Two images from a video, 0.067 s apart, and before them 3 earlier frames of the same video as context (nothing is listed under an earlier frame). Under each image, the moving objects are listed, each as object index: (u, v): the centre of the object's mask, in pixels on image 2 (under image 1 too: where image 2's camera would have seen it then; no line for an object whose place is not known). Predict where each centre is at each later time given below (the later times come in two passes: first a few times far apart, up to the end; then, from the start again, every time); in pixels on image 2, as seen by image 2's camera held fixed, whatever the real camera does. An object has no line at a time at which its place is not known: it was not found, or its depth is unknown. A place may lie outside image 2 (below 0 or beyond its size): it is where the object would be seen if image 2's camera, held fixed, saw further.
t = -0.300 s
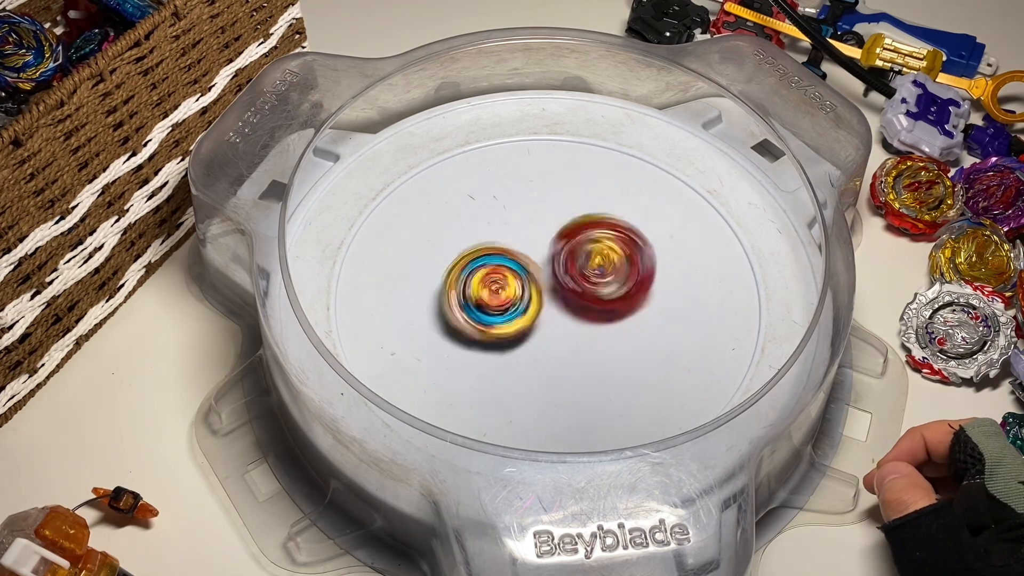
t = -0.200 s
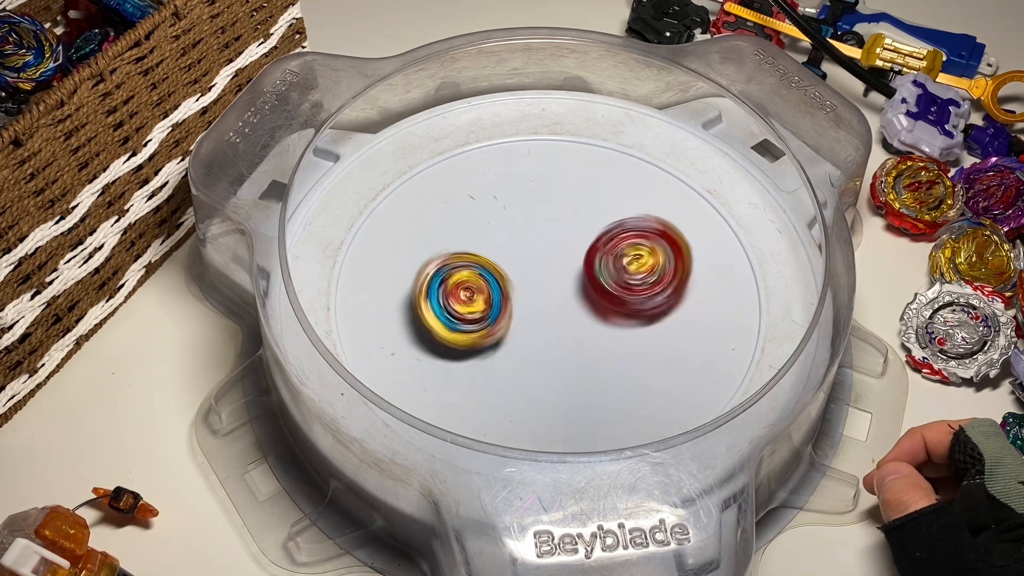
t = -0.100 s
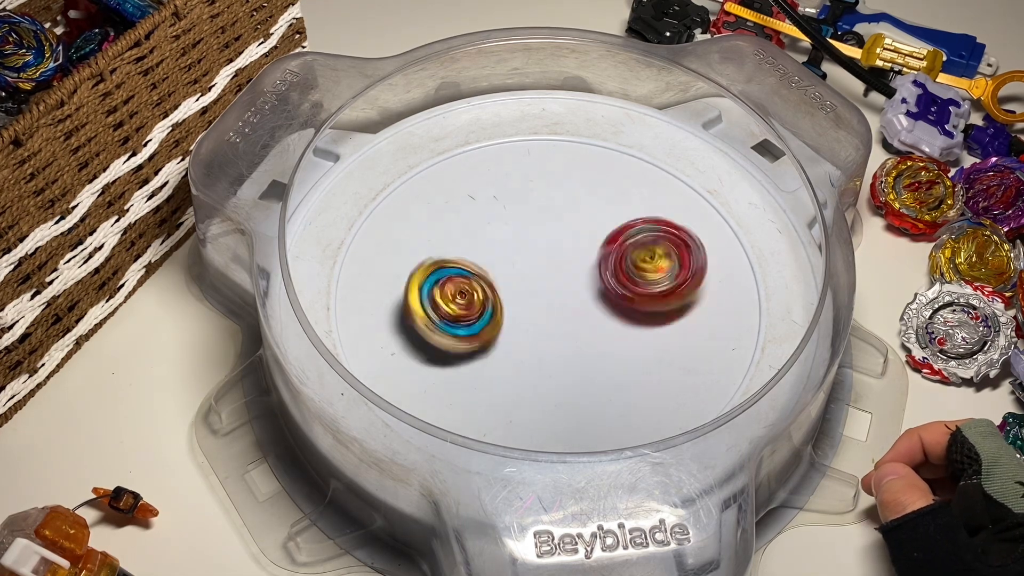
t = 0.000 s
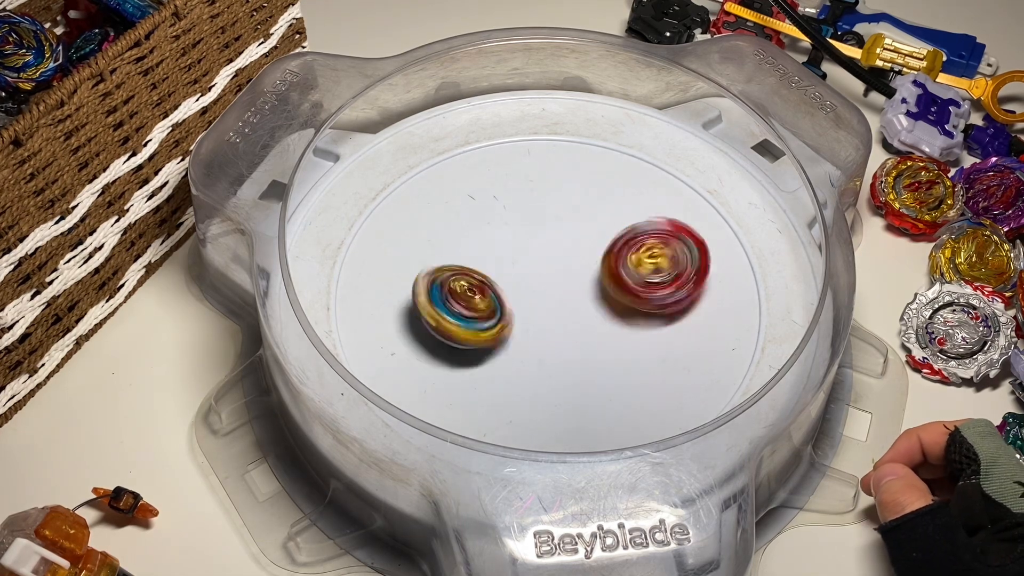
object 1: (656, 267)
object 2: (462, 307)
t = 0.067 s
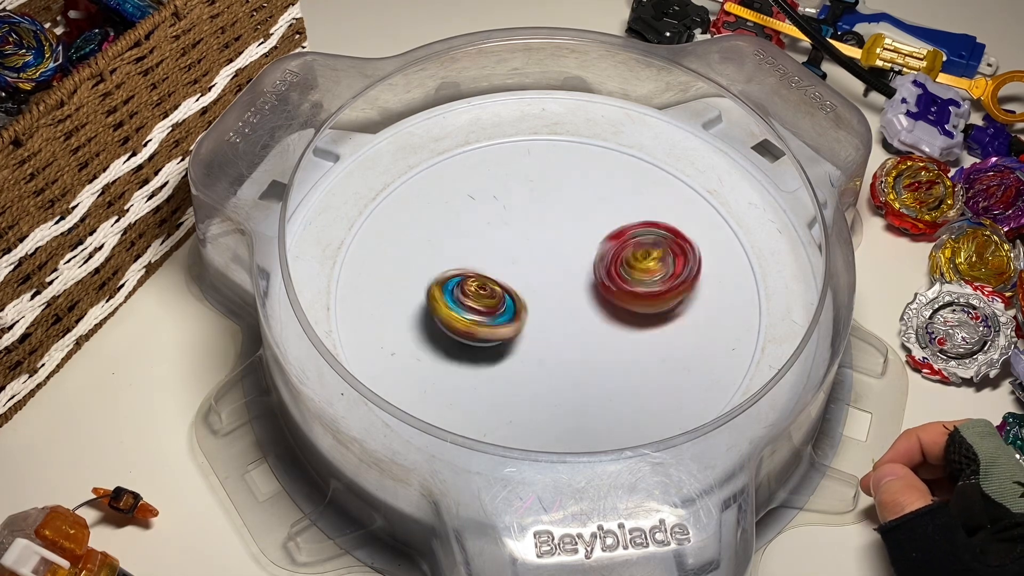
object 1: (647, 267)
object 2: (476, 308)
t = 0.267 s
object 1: (613, 283)
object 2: (508, 313)
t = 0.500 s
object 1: (631, 307)
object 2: (445, 315)
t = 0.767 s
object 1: (601, 317)
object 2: (446, 295)
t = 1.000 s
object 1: (610, 325)
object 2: (459, 272)
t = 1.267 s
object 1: (584, 308)
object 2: (482, 270)
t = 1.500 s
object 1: (594, 305)
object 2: (491, 264)
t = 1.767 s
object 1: (602, 309)
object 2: (476, 257)
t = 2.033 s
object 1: (635, 325)
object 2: (468, 261)
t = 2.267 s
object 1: (617, 320)
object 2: (512, 288)
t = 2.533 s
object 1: (602, 313)
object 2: (493, 284)
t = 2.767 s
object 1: (590, 300)
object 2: (477, 279)
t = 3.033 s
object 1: (598, 299)
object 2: (476, 271)
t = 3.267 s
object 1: (610, 297)
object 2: (482, 289)
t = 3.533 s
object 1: (616, 288)
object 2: (500, 296)
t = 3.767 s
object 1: (605, 265)
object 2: (526, 290)
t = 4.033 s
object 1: (565, 244)
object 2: (562, 315)
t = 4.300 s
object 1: (526, 261)
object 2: (552, 319)
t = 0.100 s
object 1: (641, 269)
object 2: (484, 308)
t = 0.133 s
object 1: (633, 272)
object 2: (492, 309)
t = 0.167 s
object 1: (626, 274)
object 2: (502, 309)
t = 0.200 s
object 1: (614, 282)
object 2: (512, 309)
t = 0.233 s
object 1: (615, 280)
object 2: (512, 310)
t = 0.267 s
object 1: (613, 283)
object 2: (508, 313)
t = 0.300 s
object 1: (611, 288)
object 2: (507, 314)
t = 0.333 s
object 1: (608, 292)
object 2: (503, 315)
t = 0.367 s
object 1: (602, 301)
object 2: (502, 315)
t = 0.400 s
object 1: (605, 301)
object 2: (491, 318)
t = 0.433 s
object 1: (620, 305)
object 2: (474, 317)
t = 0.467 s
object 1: (626, 309)
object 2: (456, 317)
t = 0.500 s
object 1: (631, 307)
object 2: (445, 315)
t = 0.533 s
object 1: (632, 312)
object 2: (436, 311)
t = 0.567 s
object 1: (631, 315)
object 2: (431, 308)
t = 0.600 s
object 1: (629, 313)
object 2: (429, 305)
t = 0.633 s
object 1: (628, 315)
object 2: (426, 303)
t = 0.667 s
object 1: (621, 313)
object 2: (427, 300)
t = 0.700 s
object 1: (616, 317)
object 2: (431, 298)
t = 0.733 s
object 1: (609, 317)
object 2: (438, 297)
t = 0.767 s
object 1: (601, 317)
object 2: (446, 295)
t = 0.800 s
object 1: (592, 319)
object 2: (454, 293)
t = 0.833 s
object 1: (583, 319)
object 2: (464, 292)
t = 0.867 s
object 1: (580, 320)
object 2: (472, 290)
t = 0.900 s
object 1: (593, 324)
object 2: (465, 283)
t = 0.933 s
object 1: (603, 323)
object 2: (459, 279)
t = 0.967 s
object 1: (610, 325)
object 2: (457, 274)
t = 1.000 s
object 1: (610, 325)
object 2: (459, 272)
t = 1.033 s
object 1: (609, 322)
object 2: (458, 271)
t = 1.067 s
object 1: (609, 319)
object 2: (462, 270)
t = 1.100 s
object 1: (603, 319)
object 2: (467, 271)
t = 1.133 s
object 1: (597, 314)
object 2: (470, 272)
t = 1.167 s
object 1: (592, 312)
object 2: (476, 272)
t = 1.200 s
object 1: (583, 309)
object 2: (483, 272)
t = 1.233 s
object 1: (584, 311)
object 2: (482, 271)
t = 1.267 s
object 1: (584, 308)
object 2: (482, 270)
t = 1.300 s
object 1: (584, 309)
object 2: (484, 270)
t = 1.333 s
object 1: (585, 311)
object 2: (484, 269)
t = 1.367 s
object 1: (588, 308)
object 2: (485, 267)
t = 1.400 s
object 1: (592, 308)
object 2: (487, 268)
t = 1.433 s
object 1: (591, 309)
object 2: (490, 267)
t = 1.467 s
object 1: (594, 305)
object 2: (491, 265)
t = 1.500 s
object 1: (594, 305)
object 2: (491, 264)
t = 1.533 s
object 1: (595, 302)
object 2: (492, 263)
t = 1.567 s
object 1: (592, 302)
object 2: (493, 262)
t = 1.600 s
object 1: (593, 298)
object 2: (493, 263)
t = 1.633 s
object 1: (589, 298)
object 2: (493, 262)
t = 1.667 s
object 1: (589, 301)
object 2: (490, 262)
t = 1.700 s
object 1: (586, 297)
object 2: (491, 261)
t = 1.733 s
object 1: (590, 302)
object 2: (491, 261)
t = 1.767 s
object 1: (602, 309)
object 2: (476, 257)
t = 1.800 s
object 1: (613, 311)
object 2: (469, 252)
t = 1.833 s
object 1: (622, 315)
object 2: (461, 251)
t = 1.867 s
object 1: (627, 317)
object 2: (458, 251)
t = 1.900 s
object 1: (629, 319)
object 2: (458, 251)
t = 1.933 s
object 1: (632, 319)
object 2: (458, 252)
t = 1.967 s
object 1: (635, 318)
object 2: (461, 254)
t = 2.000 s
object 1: (636, 322)
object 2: (463, 256)
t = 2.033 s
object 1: (635, 325)
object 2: (468, 261)
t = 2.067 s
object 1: (634, 323)
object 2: (474, 266)
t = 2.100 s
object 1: (630, 322)
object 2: (481, 271)
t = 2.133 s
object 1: (628, 321)
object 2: (491, 277)
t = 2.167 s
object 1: (620, 321)
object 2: (501, 284)
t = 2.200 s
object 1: (613, 319)
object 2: (512, 289)
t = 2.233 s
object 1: (614, 319)
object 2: (513, 288)
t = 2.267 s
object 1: (617, 320)
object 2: (512, 288)
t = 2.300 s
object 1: (619, 321)
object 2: (504, 288)
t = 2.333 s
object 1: (619, 322)
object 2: (499, 291)
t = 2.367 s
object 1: (615, 320)
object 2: (499, 289)
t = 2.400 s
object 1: (612, 319)
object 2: (497, 287)
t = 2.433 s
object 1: (606, 318)
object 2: (498, 287)
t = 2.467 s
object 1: (602, 315)
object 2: (500, 288)
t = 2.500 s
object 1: (598, 315)
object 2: (499, 286)
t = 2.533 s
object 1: (602, 313)
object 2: (493, 284)
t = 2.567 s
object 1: (604, 312)
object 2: (491, 283)
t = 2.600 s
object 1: (600, 307)
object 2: (487, 282)
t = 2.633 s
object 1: (597, 305)
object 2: (488, 283)
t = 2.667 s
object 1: (591, 301)
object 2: (489, 282)
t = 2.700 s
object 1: (587, 299)
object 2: (488, 282)
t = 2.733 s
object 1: (588, 298)
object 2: (484, 280)
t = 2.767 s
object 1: (590, 300)
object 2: (477, 279)
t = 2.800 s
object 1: (587, 304)
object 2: (476, 277)
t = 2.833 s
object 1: (582, 303)
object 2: (475, 275)
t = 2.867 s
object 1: (579, 297)
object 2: (474, 273)
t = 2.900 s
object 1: (580, 294)
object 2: (477, 274)
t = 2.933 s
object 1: (581, 292)
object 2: (480, 274)
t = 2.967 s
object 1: (582, 295)
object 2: (484, 274)
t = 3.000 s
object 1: (586, 296)
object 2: (482, 273)
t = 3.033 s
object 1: (598, 299)
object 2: (476, 271)
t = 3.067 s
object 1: (606, 299)
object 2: (472, 272)
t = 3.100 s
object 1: (611, 299)
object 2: (469, 273)
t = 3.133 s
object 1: (615, 298)
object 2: (465, 276)
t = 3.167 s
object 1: (616, 298)
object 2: (467, 282)
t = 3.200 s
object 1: (616, 298)
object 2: (470, 284)
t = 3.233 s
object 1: (614, 298)
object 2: (476, 288)
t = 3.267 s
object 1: (610, 297)
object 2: (482, 289)
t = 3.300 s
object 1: (607, 293)
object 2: (488, 290)
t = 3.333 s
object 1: (605, 293)
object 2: (495, 292)
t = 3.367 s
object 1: (607, 291)
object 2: (499, 293)
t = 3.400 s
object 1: (612, 289)
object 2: (496, 294)
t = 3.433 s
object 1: (614, 288)
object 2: (496, 295)
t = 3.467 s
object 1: (615, 288)
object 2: (496, 296)
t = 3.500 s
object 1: (616, 288)
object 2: (497, 296)
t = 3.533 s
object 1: (616, 288)
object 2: (500, 296)
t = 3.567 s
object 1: (614, 287)
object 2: (504, 295)
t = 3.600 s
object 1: (612, 285)
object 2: (511, 292)
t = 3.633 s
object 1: (609, 282)
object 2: (517, 288)
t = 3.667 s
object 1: (607, 280)
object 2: (521, 286)
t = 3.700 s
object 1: (608, 275)
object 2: (522, 286)
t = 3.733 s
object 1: (608, 269)
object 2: (525, 288)
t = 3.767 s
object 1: (605, 265)
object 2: (526, 290)
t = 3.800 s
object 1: (600, 260)
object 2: (529, 294)
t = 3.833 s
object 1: (597, 255)
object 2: (534, 297)
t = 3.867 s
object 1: (594, 251)
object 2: (539, 299)
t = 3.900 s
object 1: (590, 249)
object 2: (544, 301)
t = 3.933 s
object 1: (584, 247)
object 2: (549, 305)
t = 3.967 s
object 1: (579, 246)
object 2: (555, 308)
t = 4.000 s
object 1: (572, 245)
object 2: (560, 312)
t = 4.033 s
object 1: (565, 244)
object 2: (562, 315)
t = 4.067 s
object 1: (559, 243)
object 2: (564, 317)
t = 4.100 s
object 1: (553, 245)
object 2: (564, 317)
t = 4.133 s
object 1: (548, 247)
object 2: (563, 317)
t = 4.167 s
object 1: (542, 250)
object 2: (561, 317)
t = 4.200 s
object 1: (537, 253)
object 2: (558, 317)
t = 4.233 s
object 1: (532, 257)
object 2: (556, 317)
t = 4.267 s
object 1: (528, 260)
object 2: (554, 317)
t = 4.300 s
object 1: (526, 261)
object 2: (552, 319)
